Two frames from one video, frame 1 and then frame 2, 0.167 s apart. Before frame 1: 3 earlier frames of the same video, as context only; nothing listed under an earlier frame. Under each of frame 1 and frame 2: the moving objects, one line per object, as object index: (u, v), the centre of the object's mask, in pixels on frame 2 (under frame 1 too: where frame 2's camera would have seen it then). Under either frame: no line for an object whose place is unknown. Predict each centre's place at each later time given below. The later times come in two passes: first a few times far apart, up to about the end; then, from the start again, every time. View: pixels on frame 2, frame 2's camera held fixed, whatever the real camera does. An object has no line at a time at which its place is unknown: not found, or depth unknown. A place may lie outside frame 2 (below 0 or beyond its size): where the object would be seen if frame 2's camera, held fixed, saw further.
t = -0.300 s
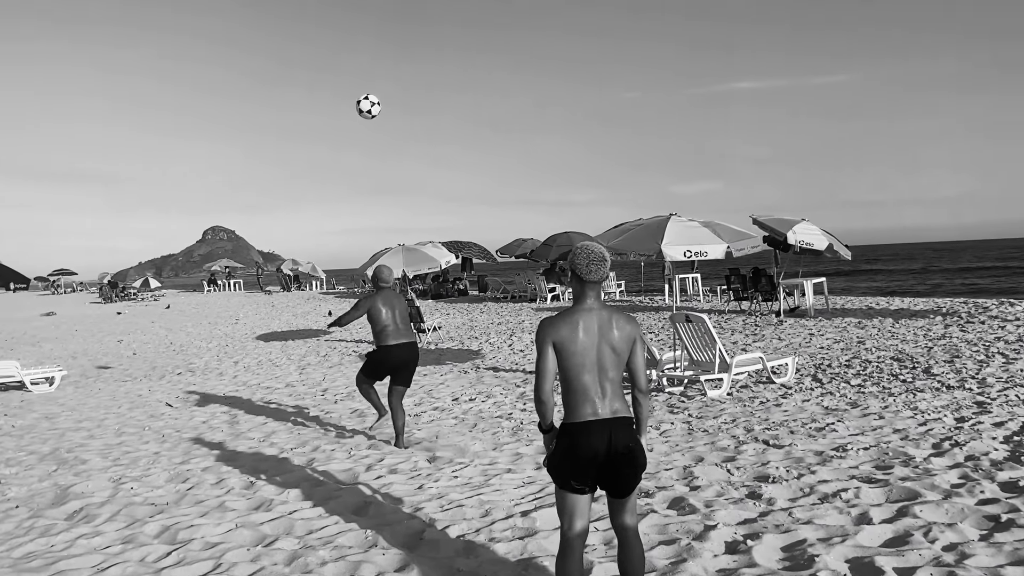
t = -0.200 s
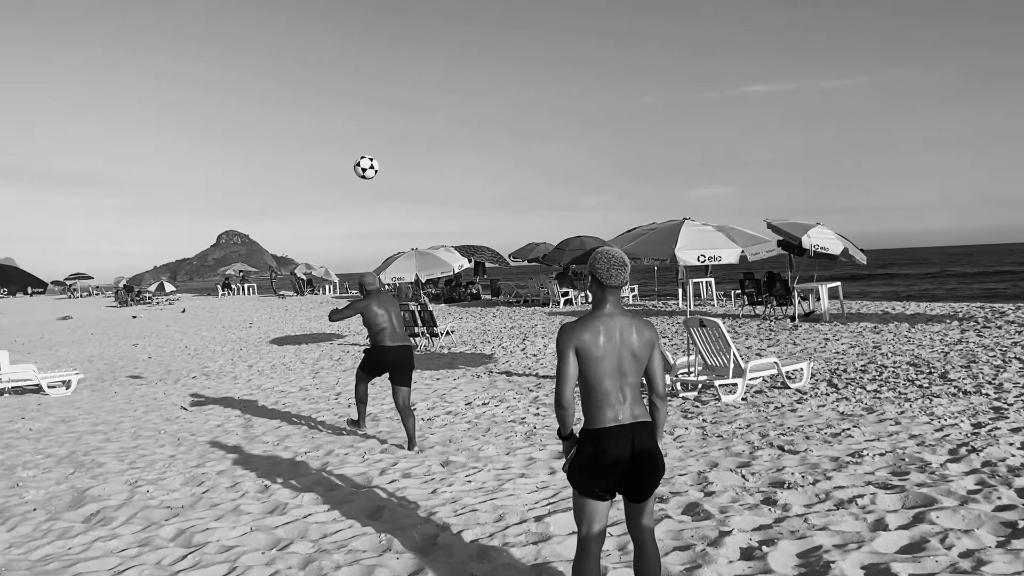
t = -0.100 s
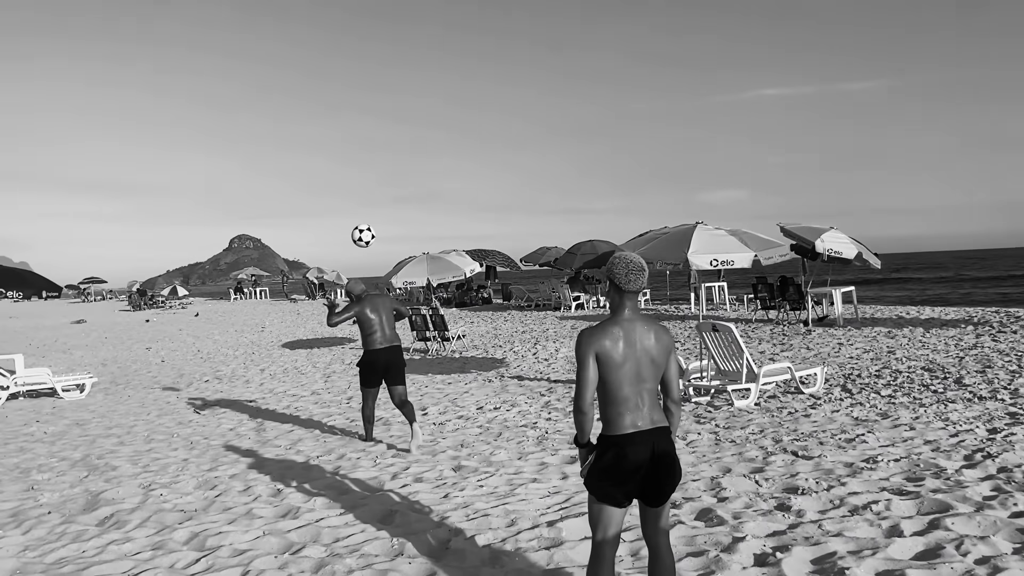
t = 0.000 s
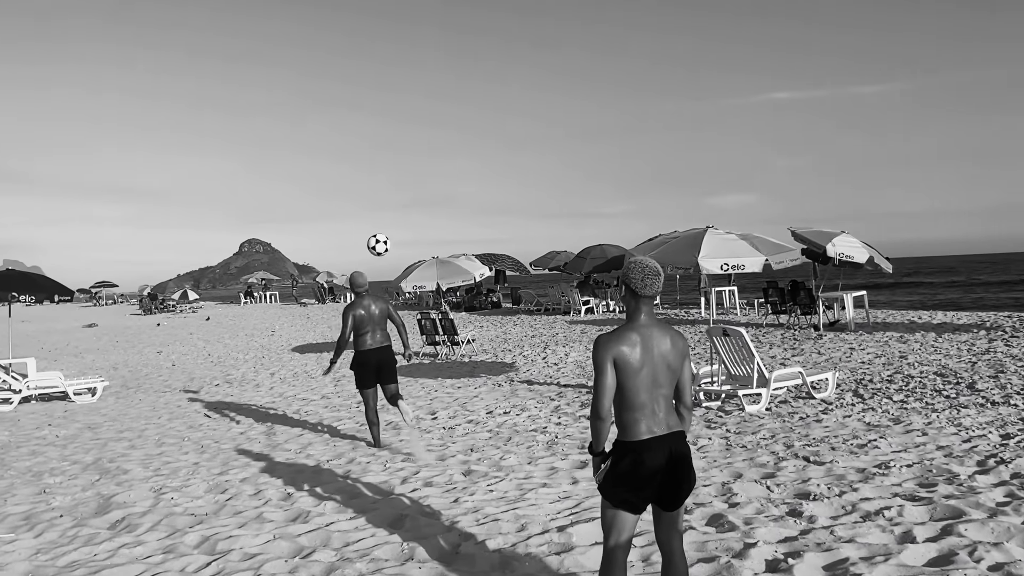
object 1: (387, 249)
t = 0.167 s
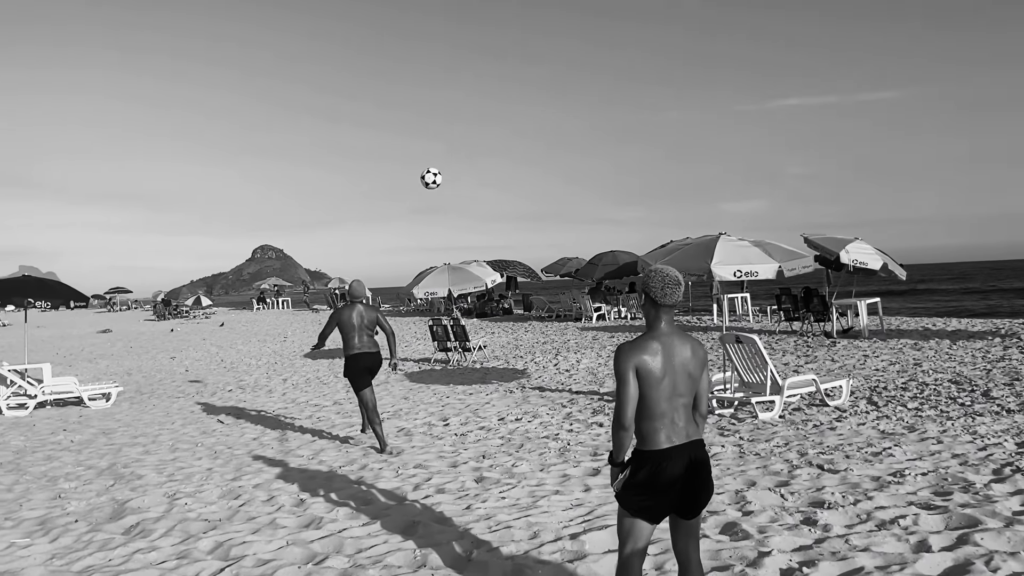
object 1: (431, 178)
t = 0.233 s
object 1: (448, 161)
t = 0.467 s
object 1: (497, 136)
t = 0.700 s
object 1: (538, 158)
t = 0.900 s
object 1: (569, 205)
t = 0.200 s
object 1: (439, 169)
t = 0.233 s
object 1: (448, 161)
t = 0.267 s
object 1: (455, 154)
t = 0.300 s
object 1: (463, 148)
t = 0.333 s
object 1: (470, 144)
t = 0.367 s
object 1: (477, 140)
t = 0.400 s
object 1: (484, 138)
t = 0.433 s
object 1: (491, 136)
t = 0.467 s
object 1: (497, 136)
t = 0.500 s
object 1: (504, 137)
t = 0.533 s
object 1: (510, 138)
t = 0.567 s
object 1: (516, 140)
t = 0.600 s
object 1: (522, 143)
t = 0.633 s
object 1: (528, 148)
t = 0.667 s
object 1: (533, 152)
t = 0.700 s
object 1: (538, 158)
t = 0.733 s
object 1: (544, 164)
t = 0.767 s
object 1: (549, 171)
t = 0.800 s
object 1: (554, 179)
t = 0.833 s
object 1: (559, 187)
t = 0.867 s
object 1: (564, 196)
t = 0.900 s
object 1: (569, 205)
